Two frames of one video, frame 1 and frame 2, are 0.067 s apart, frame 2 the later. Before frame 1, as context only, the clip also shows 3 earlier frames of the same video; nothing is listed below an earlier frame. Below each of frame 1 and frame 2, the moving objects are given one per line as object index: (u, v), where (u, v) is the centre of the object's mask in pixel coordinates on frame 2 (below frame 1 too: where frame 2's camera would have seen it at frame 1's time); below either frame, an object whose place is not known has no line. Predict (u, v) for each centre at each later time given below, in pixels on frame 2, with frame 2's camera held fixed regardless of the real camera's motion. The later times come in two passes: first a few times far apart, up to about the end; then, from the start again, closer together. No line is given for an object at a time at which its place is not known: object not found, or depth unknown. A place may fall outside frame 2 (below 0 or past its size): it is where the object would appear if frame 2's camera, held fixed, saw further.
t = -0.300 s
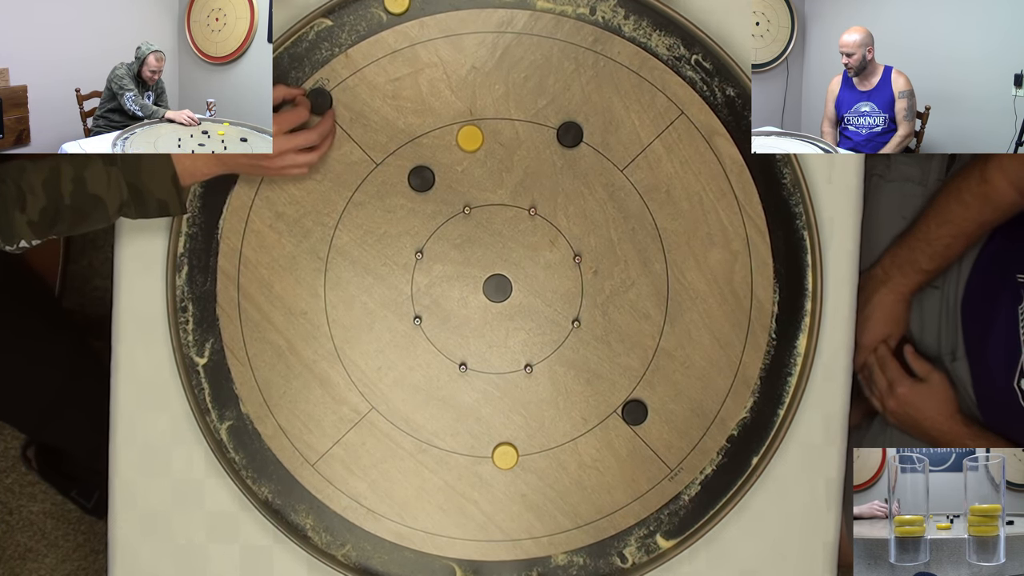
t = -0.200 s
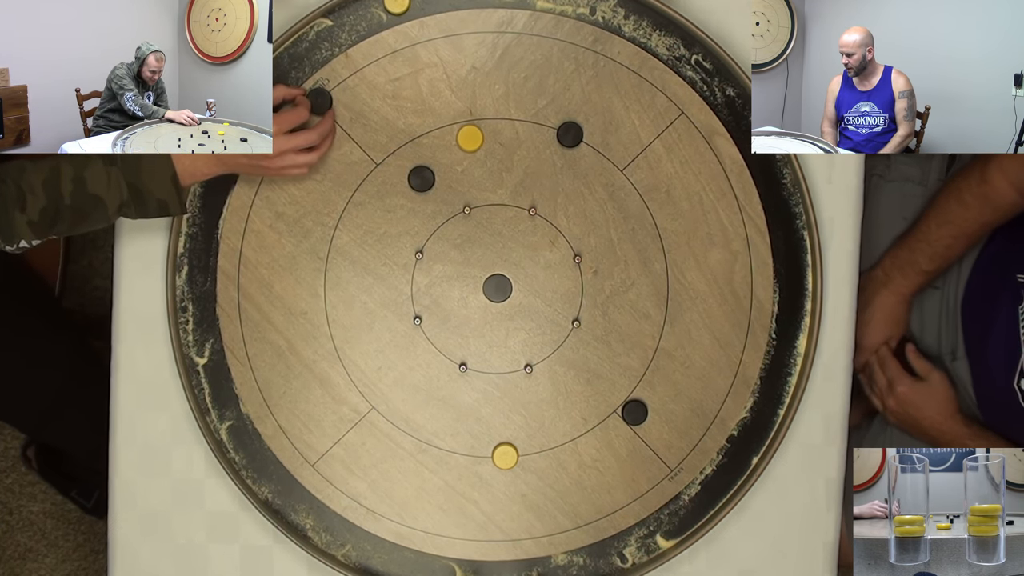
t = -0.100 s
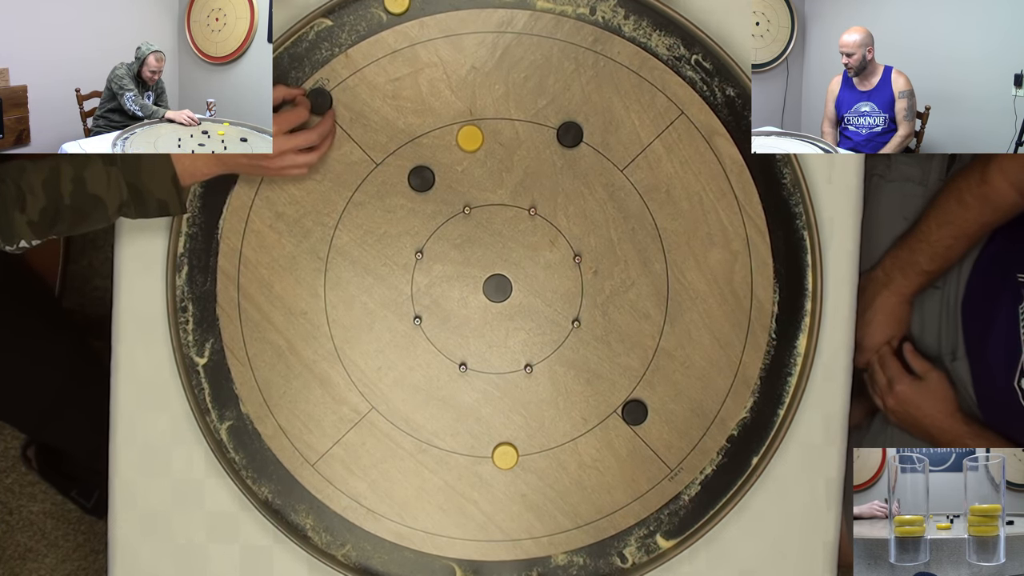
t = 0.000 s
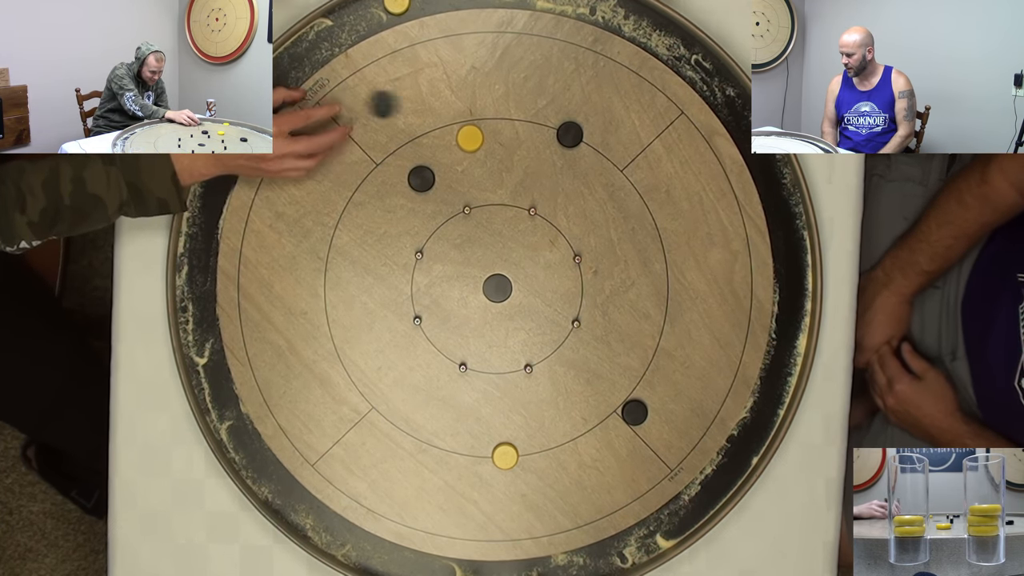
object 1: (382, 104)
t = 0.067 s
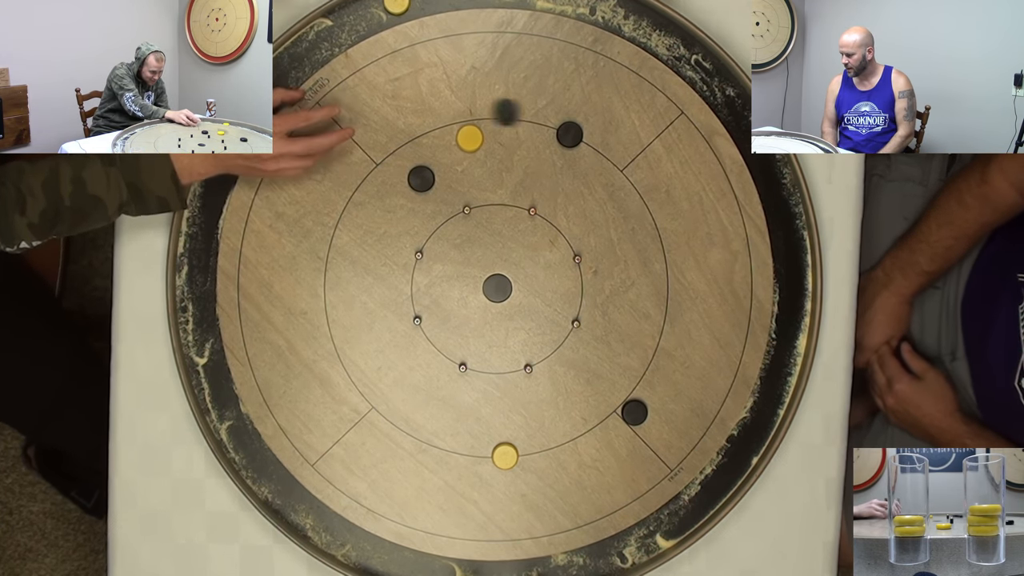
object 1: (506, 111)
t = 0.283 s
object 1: (670, 50)
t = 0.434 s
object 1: (678, 56)
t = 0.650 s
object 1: (691, 53)
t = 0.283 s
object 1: (670, 50)
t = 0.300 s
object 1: (674, 46)
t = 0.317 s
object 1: (679, 44)
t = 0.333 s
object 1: (680, 43)
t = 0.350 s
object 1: (679, 47)
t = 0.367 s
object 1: (679, 49)
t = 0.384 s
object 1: (678, 53)
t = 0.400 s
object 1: (677, 55)
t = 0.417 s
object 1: (677, 57)
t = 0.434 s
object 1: (678, 56)
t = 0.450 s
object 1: (680, 56)
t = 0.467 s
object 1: (682, 55)
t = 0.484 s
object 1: (684, 54)
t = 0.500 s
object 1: (686, 54)
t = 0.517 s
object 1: (688, 53)
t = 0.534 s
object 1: (689, 52)
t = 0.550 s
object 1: (691, 51)
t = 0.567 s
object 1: (692, 51)
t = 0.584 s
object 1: (692, 51)
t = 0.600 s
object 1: (692, 51)
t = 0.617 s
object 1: (692, 52)
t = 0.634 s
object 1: (691, 53)
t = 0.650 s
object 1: (691, 53)
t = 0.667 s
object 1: (691, 53)
